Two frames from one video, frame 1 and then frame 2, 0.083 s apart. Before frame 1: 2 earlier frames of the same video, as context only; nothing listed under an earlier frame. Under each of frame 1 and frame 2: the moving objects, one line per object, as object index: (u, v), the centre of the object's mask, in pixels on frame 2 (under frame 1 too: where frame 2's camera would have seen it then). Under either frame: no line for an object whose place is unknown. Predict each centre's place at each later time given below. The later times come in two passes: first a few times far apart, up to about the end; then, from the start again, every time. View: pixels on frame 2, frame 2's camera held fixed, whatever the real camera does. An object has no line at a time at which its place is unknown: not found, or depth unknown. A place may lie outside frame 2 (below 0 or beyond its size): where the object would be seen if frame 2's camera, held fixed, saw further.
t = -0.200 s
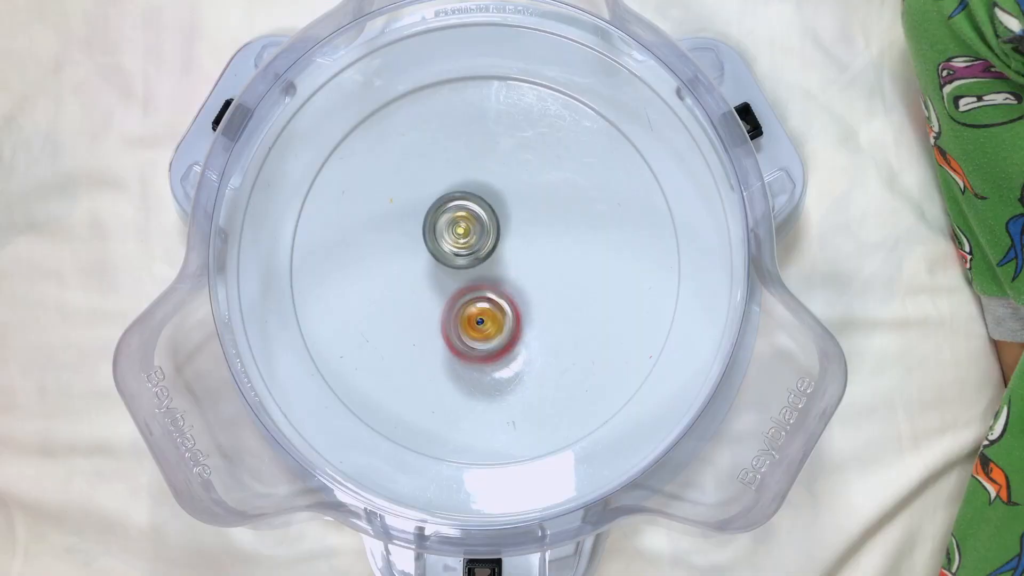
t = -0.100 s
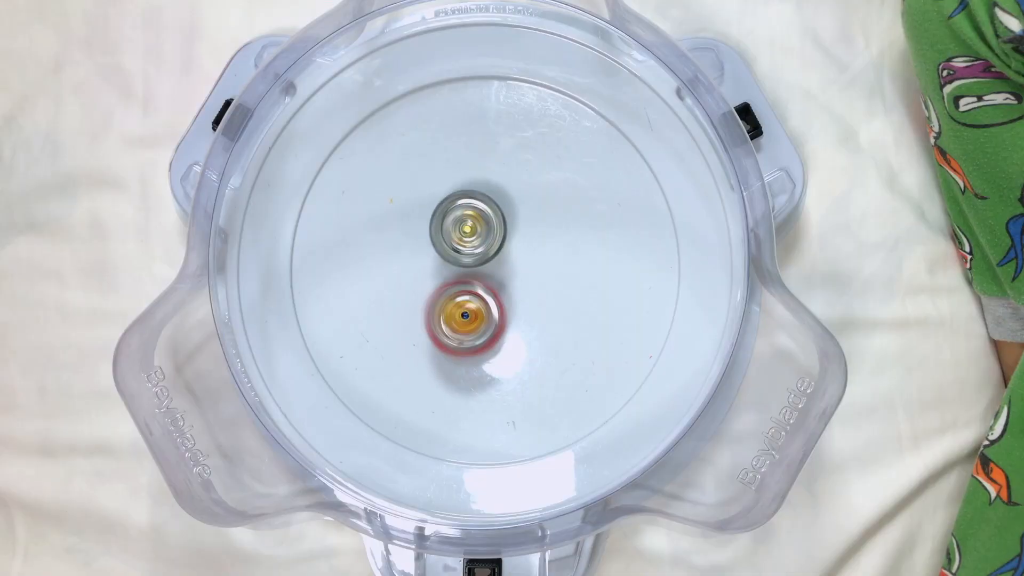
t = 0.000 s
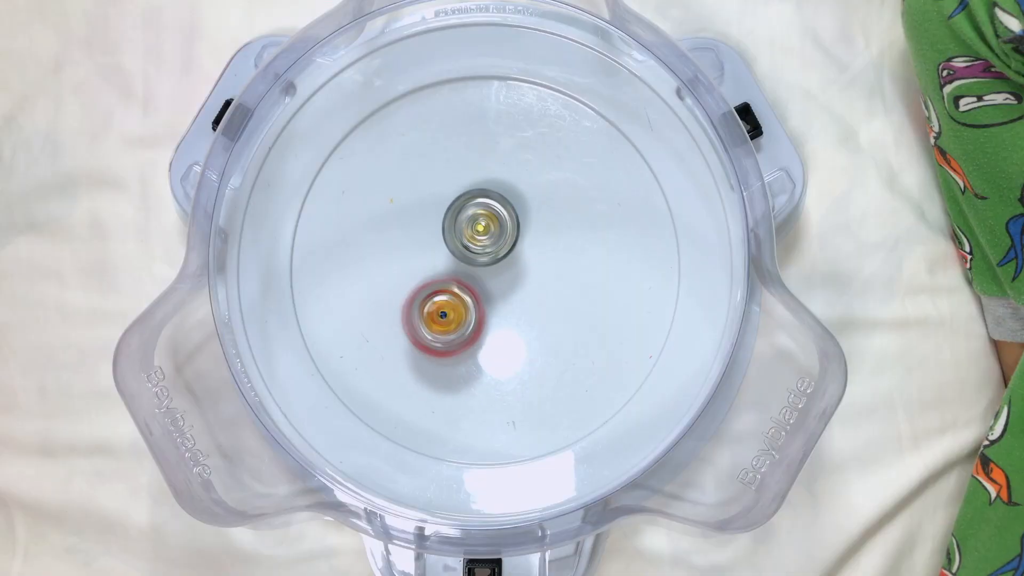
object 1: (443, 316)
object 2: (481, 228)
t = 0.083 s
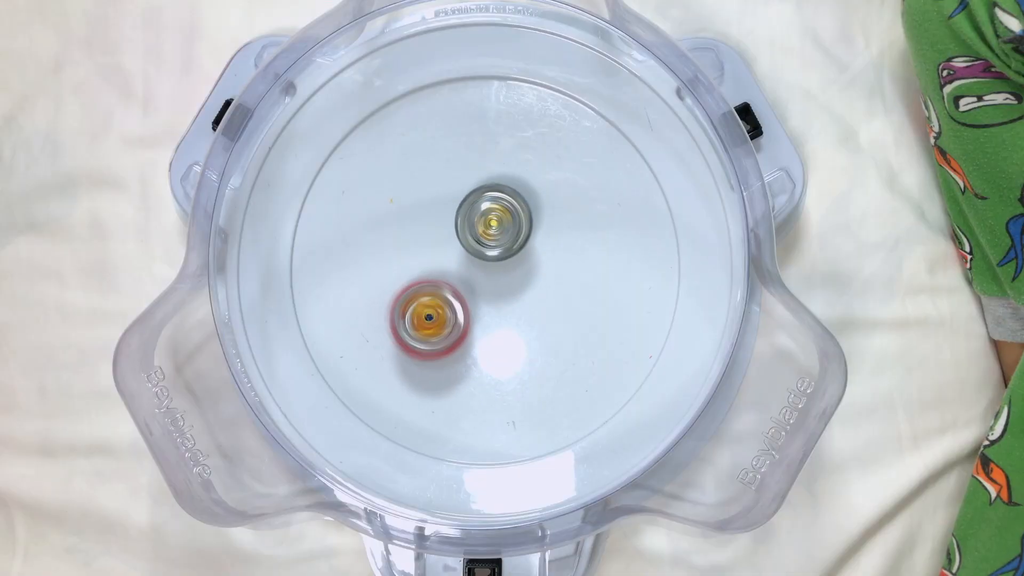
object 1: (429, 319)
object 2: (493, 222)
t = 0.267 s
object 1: (425, 301)
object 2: (501, 243)
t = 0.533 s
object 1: (416, 265)
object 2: (534, 257)
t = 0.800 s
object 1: (429, 212)
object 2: (523, 264)
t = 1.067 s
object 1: (453, 205)
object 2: (507, 279)
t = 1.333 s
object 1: (489, 137)
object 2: (489, 392)
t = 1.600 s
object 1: (519, 195)
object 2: (474, 330)
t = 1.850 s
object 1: (568, 281)
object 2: (456, 260)
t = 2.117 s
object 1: (575, 330)
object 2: (464, 255)
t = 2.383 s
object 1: (496, 338)
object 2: (477, 257)
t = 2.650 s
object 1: (409, 341)
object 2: (487, 233)
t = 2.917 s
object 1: (399, 283)
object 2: (485, 262)
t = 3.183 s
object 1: (433, 202)
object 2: (512, 272)
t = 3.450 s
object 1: (502, 176)
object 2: (497, 283)
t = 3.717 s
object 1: (558, 231)
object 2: (469, 279)
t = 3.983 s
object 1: (554, 313)
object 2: (465, 262)
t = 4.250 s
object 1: (492, 355)
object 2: (485, 259)
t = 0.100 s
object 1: (428, 318)
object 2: (495, 224)
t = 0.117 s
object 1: (425, 318)
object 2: (497, 224)
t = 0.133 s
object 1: (425, 316)
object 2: (498, 226)
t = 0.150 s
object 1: (423, 315)
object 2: (499, 226)
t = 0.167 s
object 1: (423, 314)
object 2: (500, 229)
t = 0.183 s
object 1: (423, 312)
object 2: (501, 229)
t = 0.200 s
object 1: (424, 310)
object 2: (501, 233)
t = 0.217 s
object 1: (424, 307)
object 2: (501, 234)
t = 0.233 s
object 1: (424, 306)
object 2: (501, 237)
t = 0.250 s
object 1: (425, 303)
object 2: (501, 239)
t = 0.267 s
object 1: (425, 301)
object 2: (501, 243)
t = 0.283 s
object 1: (426, 298)
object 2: (500, 244)
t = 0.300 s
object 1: (427, 295)
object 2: (500, 248)
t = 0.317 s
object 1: (428, 292)
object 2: (499, 250)
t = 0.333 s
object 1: (425, 289)
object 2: (504, 253)
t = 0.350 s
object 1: (421, 289)
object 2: (509, 251)
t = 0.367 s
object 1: (417, 287)
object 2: (514, 252)
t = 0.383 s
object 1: (415, 286)
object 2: (520, 253)
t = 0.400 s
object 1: (413, 283)
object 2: (524, 253)
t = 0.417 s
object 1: (412, 281)
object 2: (527, 254)
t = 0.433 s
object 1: (411, 279)
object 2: (531, 254)
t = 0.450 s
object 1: (411, 277)
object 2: (532, 255)
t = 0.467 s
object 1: (411, 274)
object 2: (534, 256)
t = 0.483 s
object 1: (412, 272)
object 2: (534, 255)
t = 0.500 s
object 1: (413, 269)
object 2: (535, 256)
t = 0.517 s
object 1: (414, 267)
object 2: (534, 256)
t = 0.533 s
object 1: (416, 265)
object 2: (534, 257)
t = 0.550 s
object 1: (418, 262)
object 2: (532, 256)
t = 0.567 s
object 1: (421, 260)
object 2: (531, 256)
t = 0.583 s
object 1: (423, 256)
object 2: (528, 256)
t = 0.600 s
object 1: (426, 255)
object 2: (527, 256)
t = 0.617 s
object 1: (428, 252)
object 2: (523, 256)
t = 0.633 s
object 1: (431, 249)
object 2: (521, 255)
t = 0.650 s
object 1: (434, 246)
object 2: (518, 255)
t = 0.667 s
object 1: (437, 243)
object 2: (517, 254)
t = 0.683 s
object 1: (435, 237)
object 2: (519, 256)
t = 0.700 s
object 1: (432, 233)
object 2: (521, 257)
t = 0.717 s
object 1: (431, 228)
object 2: (522, 259)
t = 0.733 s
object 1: (430, 225)
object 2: (523, 259)
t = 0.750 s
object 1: (430, 220)
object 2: (524, 261)
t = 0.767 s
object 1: (429, 218)
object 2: (524, 261)
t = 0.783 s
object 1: (429, 214)
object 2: (525, 263)
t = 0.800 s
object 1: (429, 212)
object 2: (523, 264)
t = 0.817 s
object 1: (429, 209)
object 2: (523, 265)
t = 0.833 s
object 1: (430, 207)
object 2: (521, 266)
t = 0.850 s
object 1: (430, 205)
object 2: (522, 267)
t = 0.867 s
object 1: (431, 203)
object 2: (521, 269)
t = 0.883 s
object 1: (432, 201)
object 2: (521, 269)
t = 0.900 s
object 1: (432, 200)
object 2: (520, 271)
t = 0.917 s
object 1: (434, 199)
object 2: (520, 270)
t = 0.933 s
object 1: (435, 199)
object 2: (519, 272)
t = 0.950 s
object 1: (438, 198)
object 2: (517, 272)
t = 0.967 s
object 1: (439, 198)
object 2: (516, 274)
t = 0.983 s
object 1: (441, 197)
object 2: (513, 274)
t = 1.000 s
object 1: (443, 199)
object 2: (513, 276)
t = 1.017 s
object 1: (446, 199)
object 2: (510, 277)
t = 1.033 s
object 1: (448, 201)
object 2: (510, 278)
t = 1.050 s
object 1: (451, 202)
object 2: (507, 280)
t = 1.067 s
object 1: (453, 205)
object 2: (507, 279)
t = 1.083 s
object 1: (457, 206)
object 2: (505, 281)
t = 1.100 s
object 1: (459, 208)
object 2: (503, 280)
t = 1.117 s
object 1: (463, 209)
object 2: (501, 283)
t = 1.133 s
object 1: (466, 206)
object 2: (499, 285)
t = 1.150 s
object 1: (467, 192)
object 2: (498, 301)
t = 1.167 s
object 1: (469, 180)
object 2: (499, 315)
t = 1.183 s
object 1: (471, 170)
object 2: (499, 328)
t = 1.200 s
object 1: (474, 160)
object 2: (498, 341)
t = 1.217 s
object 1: (476, 154)
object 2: (496, 352)
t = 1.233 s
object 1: (478, 148)
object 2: (495, 363)
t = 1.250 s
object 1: (480, 145)
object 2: (493, 373)
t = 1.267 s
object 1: (482, 141)
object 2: (494, 379)
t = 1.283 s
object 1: (484, 139)
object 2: (492, 386)
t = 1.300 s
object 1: (485, 137)
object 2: (491, 388)
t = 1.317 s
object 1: (488, 136)
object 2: (491, 391)
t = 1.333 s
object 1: (489, 137)
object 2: (489, 392)
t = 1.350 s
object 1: (490, 137)
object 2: (489, 393)
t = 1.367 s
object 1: (492, 139)
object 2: (489, 393)
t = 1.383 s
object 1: (493, 140)
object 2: (488, 390)
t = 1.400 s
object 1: (494, 143)
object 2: (488, 388)
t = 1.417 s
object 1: (495, 145)
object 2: (485, 384)
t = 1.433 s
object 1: (497, 147)
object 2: (485, 381)
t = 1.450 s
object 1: (498, 151)
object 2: (484, 378)
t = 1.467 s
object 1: (500, 154)
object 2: (484, 372)
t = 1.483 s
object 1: (501, 159)
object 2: (483, 368)
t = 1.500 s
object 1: (503, 163)
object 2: (481, 362)
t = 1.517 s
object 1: (506, 168)
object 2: (481, 357)
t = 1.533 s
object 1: (507, 172)
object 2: (479, 353)
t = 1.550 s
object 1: (510, 177)
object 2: (479, 347)
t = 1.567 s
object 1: (513, 184)
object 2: (477, 342)
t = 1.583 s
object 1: (515, 189)
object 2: (475, 335)
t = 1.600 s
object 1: (519, 195)
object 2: (474, 330)
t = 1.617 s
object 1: (520, 201)
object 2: (473, 325)
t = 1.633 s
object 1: (524, 207)
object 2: (472, 318)
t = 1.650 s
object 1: (526, 214)
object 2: (471, 312)
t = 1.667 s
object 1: (529, 219)
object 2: (469, 306)
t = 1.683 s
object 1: (531, 227)
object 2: (470, 301)
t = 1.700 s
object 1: (533, 233)
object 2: (469, 295)
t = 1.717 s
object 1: (537, 240)
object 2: (469, 288)
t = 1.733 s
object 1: (542, 246)
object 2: (466, 285)
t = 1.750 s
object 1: (547, 250)
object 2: (462, 280)
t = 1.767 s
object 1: (551, 256)
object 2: (462, 277)
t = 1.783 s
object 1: (554, 260)
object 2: (460, 273)
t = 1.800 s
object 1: (559, 266)
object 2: (458, 268)
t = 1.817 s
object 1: (562, 271)
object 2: (457, 266)
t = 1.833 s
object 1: (566, 276)
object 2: (455, 263)
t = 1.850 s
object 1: (568, 281)
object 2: (456, 260)
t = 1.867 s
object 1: (571, 284)
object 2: (456, 257)
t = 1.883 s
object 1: (574, 290)
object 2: (455, 253)
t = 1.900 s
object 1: (576, 295)
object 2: (456, 253)
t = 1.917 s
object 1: (580, 300)
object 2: (456, 252)
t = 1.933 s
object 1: (581, 304)
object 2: (458, 250)
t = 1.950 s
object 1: (583, 307)
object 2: (458, 250)
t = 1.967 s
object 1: (584, 312)
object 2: (458, 249)
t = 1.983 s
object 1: (585, 315)
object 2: (460, 250)
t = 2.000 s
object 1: (586, 319)
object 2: (460, 250)
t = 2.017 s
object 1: (585, 322)
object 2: (461, 249)
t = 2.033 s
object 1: (584, 323)
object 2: (461, 251)
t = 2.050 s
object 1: (583, 326)
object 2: (461, 251)
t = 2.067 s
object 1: (581, 327)
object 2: (464, 252)
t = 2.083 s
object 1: (580, 329)
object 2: (462, 253)
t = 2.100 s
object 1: (578, 330)
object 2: (462, 253)
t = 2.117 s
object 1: (575, 330)
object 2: (464, 255)
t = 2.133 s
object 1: (572, 332)
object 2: (464, 255)
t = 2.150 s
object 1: (569, 332)
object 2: (465, 254)
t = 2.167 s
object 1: (566, 334)
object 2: (465, 256)
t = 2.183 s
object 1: (562, 334)
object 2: (466, 256)
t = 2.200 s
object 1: (558, 334)
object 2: (469, 256)
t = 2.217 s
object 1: (553, 336)
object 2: (467, 257)
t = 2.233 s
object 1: (549, 336)
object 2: (468, 256)
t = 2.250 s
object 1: (544, 338)
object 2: (471, 258)
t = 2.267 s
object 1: (538, 338)
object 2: (470, 257)
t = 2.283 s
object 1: (533, 338)
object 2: (471, 257)
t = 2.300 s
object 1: (526, 338)
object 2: (472, 260)
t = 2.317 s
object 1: (520, 338)
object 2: (472, 259)
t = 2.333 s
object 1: (516, 339)
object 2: (475, 258)
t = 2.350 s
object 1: (508, 338)
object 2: (473, 260)
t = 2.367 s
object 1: (502, 336)
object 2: (475, 259)
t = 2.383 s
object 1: (496, 338)
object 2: (477, 257)
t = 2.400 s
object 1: (488, 342)
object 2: (475, 251)
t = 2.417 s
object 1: (483, 344)
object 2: (476, 247)
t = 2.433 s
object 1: (476, 345)
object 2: (477, 246)
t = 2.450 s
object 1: (469, 346)
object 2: (478, 240)
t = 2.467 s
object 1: (463, 347)
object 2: (479, 238)
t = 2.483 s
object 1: (456, 347)
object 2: (478, 238)
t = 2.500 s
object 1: (452, 348)
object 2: (481, 233)
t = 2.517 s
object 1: (445, 347)
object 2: (482, 232)
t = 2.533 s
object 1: (439, 347)
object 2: (480, 232)
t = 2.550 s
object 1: (433, 347)
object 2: (483, 230)
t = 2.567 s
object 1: (428, 346)
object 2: (484, 230)
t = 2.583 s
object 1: (425, 346)
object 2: (482, 229)
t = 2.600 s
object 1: (419, 345)
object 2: (485, 230)
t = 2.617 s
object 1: (416, 343)
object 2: (486, 232)
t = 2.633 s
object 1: (412, 343)
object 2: (485, 231)
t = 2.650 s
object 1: (409, 341)
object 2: (487, 233)
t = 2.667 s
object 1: (406, 338)
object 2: (488, 236)
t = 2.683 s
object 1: (402, 337)
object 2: (488, 235)
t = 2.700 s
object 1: (400, 334)
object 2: (489, 239)
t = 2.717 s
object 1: (399, 332)
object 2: (488, 242)
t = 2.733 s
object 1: (397, 328)
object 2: (489, 241)
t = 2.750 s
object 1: (396, 325)
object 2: (489, 245)
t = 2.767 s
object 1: (394, 323)
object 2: (488, 248)
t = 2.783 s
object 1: (394, 319)
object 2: (489, 247)
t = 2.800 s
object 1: (395, 315)
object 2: (489, 251)
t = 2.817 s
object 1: (393, 311)
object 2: (487, 253)
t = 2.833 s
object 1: (394, 307)
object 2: (488, 254)
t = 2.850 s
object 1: (395, 303)
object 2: (488, 257)
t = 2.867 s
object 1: (396, 297)
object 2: (486, 258)
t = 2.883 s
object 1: (397, 292)
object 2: (487, 259)
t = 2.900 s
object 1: (397, 288)
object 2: (486, 261)
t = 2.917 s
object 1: (399, 283)
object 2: (485, 262)
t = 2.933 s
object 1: (402, 279)
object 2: (487, 263)
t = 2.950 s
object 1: (402, 273)
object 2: (486, 264)
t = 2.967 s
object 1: (404, 267)
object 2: (487, 265)
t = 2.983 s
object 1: (402, 263)
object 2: (491, 267)
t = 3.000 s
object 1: (402, 256)
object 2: (494, 268)
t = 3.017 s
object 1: (403, 251)
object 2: (497, 269)
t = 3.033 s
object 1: (404, 246)
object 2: (500, 270)
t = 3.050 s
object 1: (406, 240)
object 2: (502, 270)
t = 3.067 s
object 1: (410, 234)
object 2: (503, 270)
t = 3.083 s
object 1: (411, 229)
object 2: (506, 270)
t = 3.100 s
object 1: (415, 224)
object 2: (506, 271)
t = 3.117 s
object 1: (419, 220)
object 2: (507, 271)
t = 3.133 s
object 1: (422, 214)
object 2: (510, 271)
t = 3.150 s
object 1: (425, 210)
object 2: (509, 271)
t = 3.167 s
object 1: (429, 207)
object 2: (510, 271)
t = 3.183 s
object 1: (433, 202)
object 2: (512, 272)
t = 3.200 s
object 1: (437, 197)
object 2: (510, 273)
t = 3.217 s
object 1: (440, 194)
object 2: (511, 273)
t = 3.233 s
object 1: (445, 191)
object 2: (512, 274)
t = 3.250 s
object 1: (451, 187)
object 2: (510, 274)
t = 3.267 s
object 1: (454, 185)
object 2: (510, 275)
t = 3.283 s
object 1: (459, 181)
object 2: (511, 276)
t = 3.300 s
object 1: (464, 181)
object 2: (509, 277)
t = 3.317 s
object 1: (468, 177)
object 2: (508, 277)
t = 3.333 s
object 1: (473, 176)
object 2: (508, 279)
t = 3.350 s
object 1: (477, 176)
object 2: (506, 279)
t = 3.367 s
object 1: (481, 174)
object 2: (505, 280)
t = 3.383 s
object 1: (486, 174)
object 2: (505, 281)
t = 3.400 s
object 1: (490, 175)
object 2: (502, 281)
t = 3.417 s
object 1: (494, 174)
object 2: (501, 282)
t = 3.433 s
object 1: (499, 175)
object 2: (500, 283)
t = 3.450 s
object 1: (502, 176)
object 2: (497, 283)
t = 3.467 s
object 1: (507, 177)
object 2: (496, 283)
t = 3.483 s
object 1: (512, 179)
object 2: (495, 284)
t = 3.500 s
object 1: (515, 181)
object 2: (490, 284)
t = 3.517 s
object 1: (519, 183)
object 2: (490, 284)
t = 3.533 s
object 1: (524, 186)
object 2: (489, 284)
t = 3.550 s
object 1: (526, 188)
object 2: (484, 284)
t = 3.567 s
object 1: (530, 190)
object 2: (484, 284)
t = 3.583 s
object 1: (534, 195)
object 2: (482, 284)
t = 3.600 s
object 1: (536, 198)
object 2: (478, 283)
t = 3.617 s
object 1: (540, 203)
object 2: (478, 283)
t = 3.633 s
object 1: (543, 207)
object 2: (476, 282)
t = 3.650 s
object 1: (546, 211)
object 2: (473, 282)
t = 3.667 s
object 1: (550, 216)
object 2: (473, 281)
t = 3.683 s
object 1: (552, 221)
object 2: (471, 280)
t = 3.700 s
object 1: (554, 225)
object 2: (468, 280)
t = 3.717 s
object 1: (558, 231)
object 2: (469, 279)
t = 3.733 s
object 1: (559, 237)
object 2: (468, 278)
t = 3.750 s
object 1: (561, 241)
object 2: (465, 278)
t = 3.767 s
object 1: (563, 247)
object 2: (466, 276)
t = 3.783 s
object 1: (563, 253)
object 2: (465, 275)
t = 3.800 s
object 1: (564, 257)
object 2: (463, 275)
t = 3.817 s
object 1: (565, 264)
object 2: (464, 272)
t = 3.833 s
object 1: (565, 269)
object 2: (463, 272)
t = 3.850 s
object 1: (565, 273)
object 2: (462, 272)
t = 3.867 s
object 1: (564, 280)
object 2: (463, 268)
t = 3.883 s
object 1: (563, 285)
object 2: (463, 269)
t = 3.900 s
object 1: (564, 289)
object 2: (462, 268)
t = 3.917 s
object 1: (562, 295)
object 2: (463, 265)
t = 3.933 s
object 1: (560, 300)
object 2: (463, 265)
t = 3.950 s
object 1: (560, 304)
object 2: (464, 264)
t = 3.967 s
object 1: (557, 309)
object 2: (464, 261)
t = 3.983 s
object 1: (554, 313)
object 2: (465, 262)
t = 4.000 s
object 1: (554, 318)
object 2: (466, 261)
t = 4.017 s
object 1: (550, 322)
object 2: (466, 259)
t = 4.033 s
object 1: (547, 326)
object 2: (468, 259)
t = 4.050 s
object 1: (545, 331)
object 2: (469, 259)
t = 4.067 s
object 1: (541, 333)
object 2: (468, 258)
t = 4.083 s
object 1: (537, 336)
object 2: (471, 257)
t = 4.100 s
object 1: (535, 340)
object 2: (472, 257)
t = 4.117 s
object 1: (530, 341)
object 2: (472, 257)
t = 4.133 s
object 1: (525, 343)
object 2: (475, 256)
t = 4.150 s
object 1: (522, 347)
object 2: (476, 257)
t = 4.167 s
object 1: (516, 348)
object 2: (477, 257)
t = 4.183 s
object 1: (512, 349)
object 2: (478, 256)
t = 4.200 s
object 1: (508, 352)
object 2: (480, 258)
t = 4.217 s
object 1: (502, 353)
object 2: (481, 257)
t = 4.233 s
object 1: (497, 353)
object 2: (482, 257)
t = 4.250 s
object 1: (492, 355)
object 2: (485, 259)
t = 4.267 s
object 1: (487, 356)
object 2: (485, 259)
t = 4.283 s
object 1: (482, 354)
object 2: (486, 259)
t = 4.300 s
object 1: (477, 357)
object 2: (489, 260)
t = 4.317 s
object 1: (471, 357)
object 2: (489, 261)
